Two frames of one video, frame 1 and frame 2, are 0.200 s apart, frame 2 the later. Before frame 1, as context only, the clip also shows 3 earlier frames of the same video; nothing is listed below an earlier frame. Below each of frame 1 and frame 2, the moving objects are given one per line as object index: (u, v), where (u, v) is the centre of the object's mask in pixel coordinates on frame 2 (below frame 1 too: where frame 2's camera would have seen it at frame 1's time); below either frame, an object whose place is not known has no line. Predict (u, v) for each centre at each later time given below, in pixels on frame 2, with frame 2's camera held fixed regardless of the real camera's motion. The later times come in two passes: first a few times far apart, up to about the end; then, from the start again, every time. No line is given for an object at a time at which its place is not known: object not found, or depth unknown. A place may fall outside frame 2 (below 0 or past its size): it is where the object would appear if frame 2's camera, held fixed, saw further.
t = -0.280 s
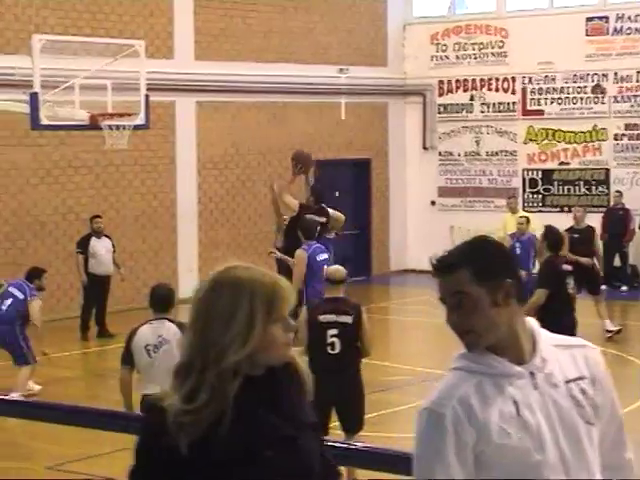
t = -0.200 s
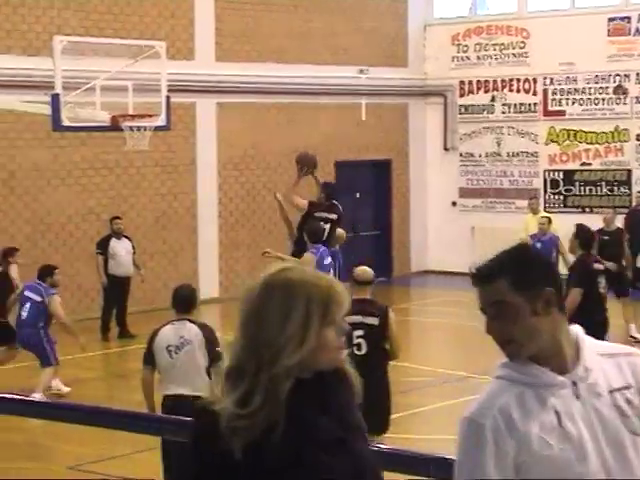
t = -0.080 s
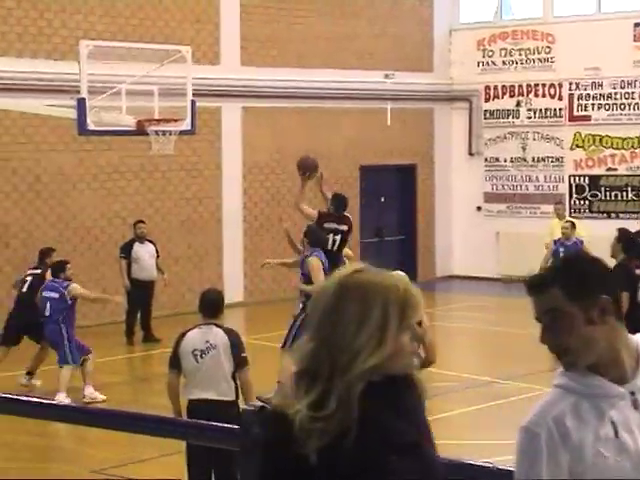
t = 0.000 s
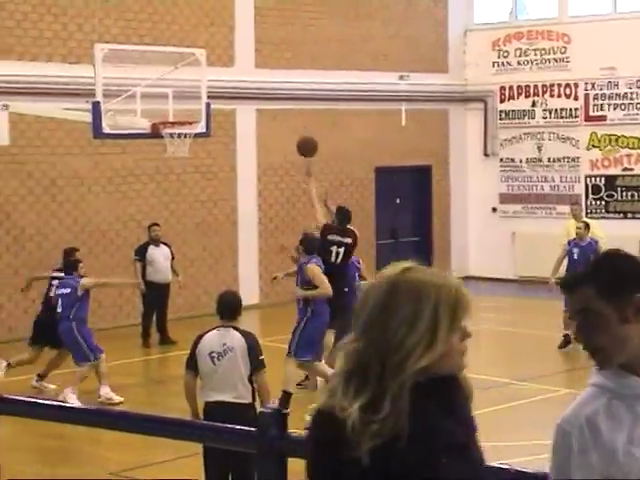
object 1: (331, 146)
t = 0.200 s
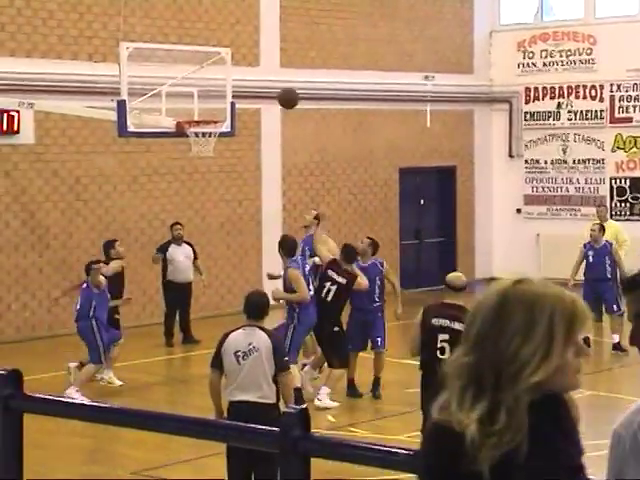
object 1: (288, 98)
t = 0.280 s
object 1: (271, 90)
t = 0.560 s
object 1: (217, 102)
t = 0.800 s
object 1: (202, 155)
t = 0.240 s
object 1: (279, 93)
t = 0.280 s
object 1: (271, 90)
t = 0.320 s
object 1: (263, 88)
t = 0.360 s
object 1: (255, 87)
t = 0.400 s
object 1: (248, 87)
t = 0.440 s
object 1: (240, 89)
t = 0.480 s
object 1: (232, 92)
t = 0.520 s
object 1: (225, 96)
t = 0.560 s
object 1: (217, 102)
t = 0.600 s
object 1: (211, 109)
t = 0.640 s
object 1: (204, 116)
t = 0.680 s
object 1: (198, 126)
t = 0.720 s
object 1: (197, 135)
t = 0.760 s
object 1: (200, 147)
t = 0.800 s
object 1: (202, 155)
